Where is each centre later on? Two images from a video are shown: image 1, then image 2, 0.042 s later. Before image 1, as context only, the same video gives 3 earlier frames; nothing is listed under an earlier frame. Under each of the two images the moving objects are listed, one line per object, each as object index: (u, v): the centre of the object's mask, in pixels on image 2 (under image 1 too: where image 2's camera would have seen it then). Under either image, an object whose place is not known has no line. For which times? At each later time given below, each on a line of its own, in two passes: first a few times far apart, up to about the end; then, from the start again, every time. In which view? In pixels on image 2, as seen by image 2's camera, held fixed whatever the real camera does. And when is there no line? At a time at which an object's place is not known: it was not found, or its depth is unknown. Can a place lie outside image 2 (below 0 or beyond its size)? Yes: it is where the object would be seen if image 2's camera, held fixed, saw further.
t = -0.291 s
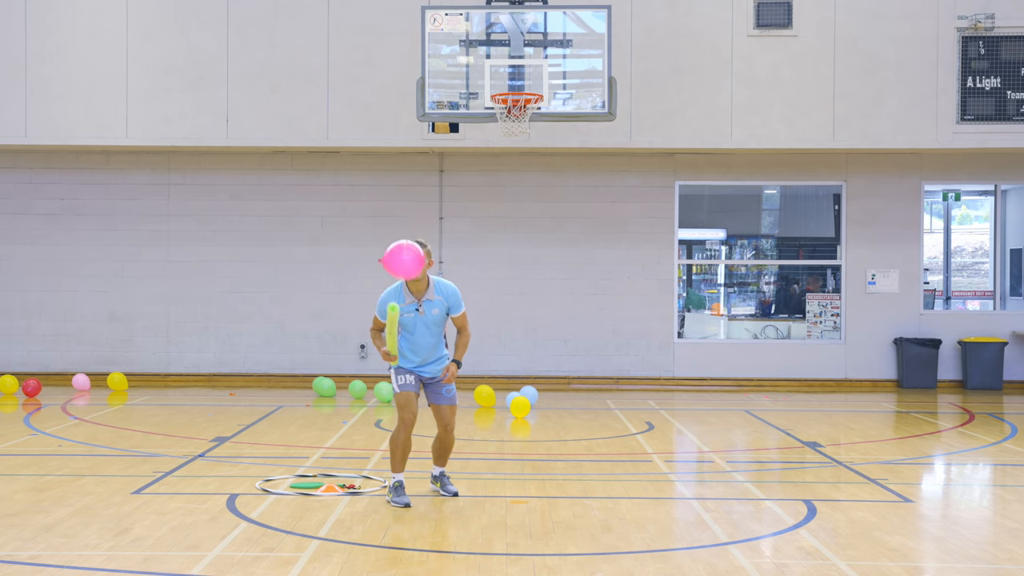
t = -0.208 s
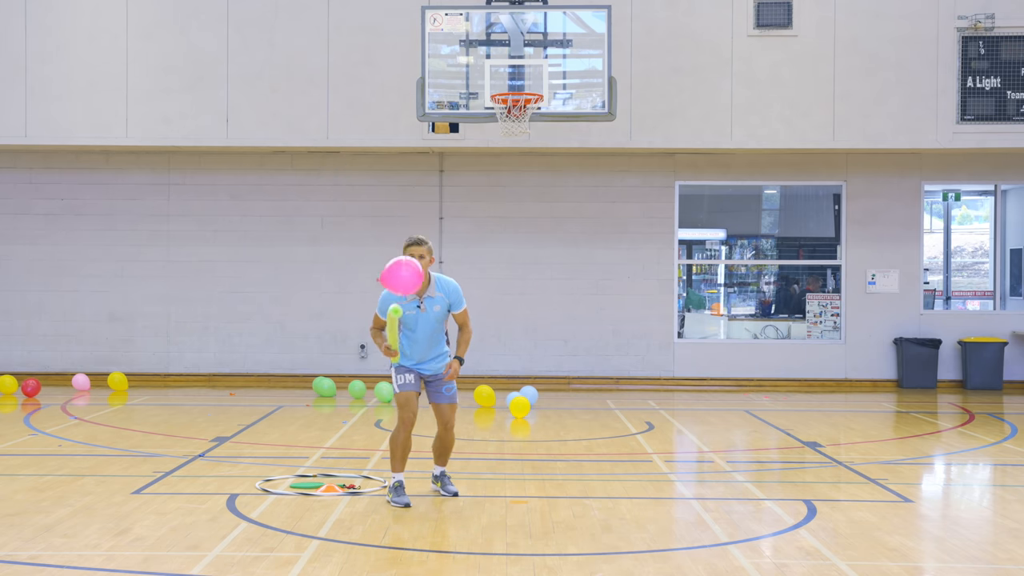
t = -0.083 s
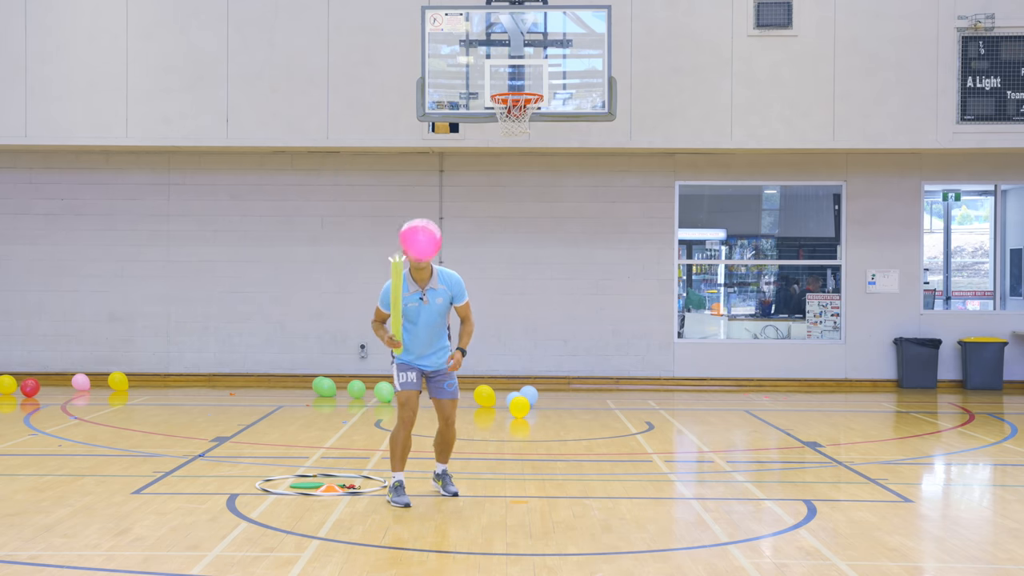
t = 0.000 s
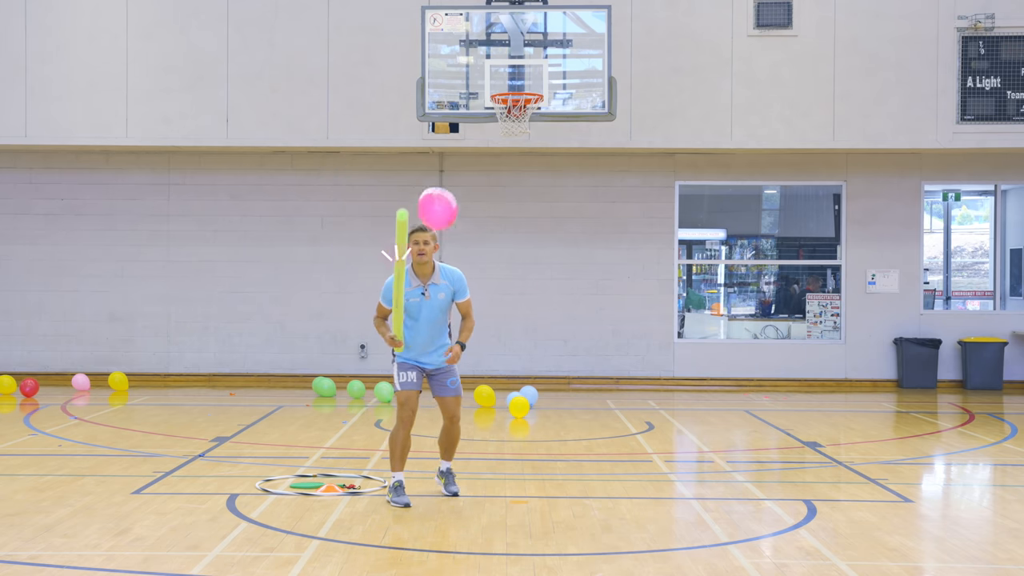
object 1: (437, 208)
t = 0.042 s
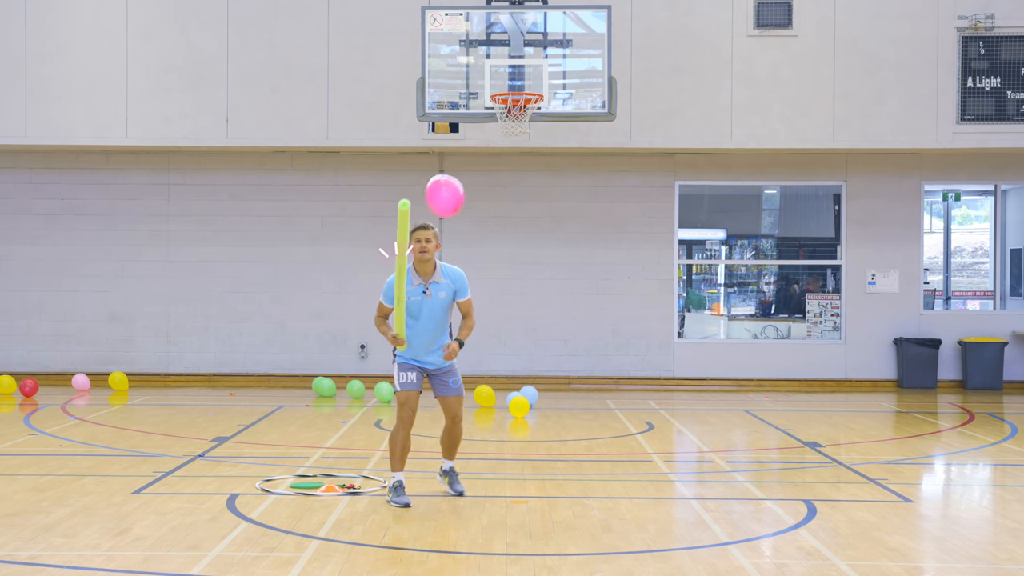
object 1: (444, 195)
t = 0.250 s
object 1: (466, 149)
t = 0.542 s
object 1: (473, 128)
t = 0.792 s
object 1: (488, 132)
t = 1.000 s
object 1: (501, 143)
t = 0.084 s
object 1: (451, 183)
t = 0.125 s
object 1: (456, 173)
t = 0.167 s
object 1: (460, 164)
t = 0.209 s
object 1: (463, 156)
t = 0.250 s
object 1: (466, 149)
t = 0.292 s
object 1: (467, 144)
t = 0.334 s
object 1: (469, 139)
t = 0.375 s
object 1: (469, 134)
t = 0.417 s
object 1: (470, 132)
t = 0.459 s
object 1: (471, 130)
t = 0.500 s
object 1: (472, 129)
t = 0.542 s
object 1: (473, 128)
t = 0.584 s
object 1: (475, 128)
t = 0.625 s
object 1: (477, 129)
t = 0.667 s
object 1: (480, 129)
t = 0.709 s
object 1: (482, 130)
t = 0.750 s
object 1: (485, 131)
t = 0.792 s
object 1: (488, 132)
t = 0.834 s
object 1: (491, 134)
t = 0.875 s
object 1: (494, 136)
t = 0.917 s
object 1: (496, 138)
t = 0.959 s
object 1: (499, 140)
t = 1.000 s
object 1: (501, 143)
